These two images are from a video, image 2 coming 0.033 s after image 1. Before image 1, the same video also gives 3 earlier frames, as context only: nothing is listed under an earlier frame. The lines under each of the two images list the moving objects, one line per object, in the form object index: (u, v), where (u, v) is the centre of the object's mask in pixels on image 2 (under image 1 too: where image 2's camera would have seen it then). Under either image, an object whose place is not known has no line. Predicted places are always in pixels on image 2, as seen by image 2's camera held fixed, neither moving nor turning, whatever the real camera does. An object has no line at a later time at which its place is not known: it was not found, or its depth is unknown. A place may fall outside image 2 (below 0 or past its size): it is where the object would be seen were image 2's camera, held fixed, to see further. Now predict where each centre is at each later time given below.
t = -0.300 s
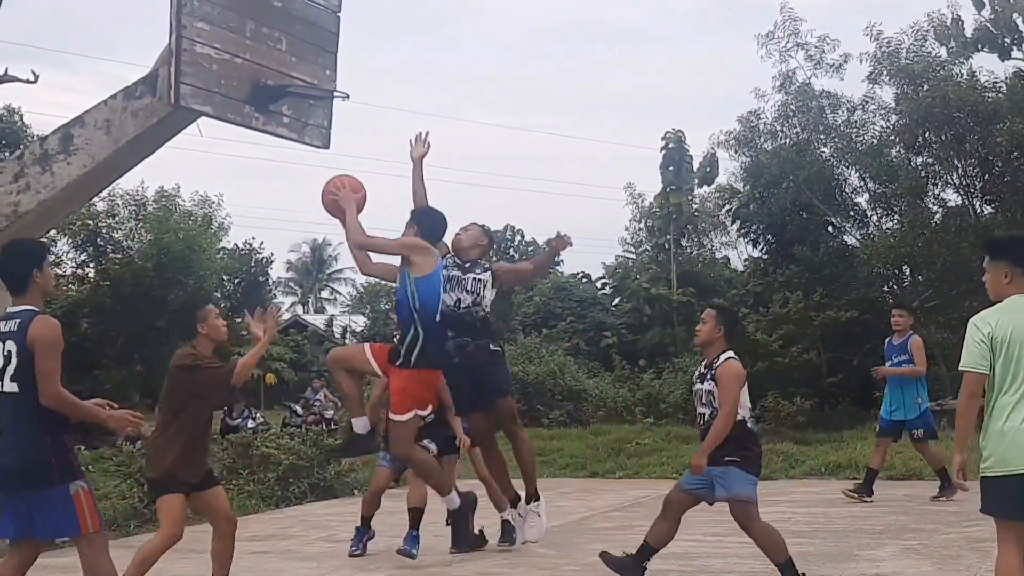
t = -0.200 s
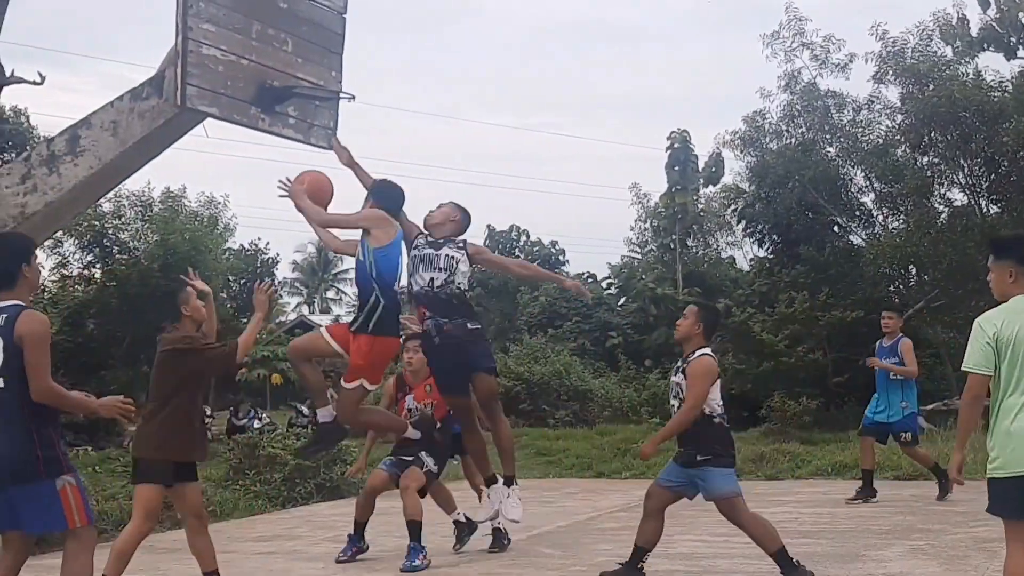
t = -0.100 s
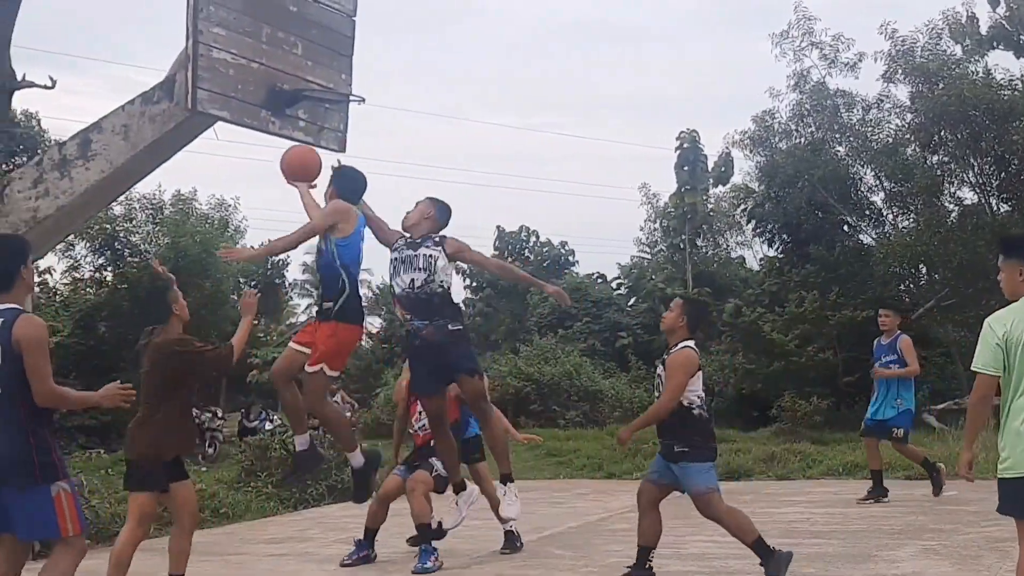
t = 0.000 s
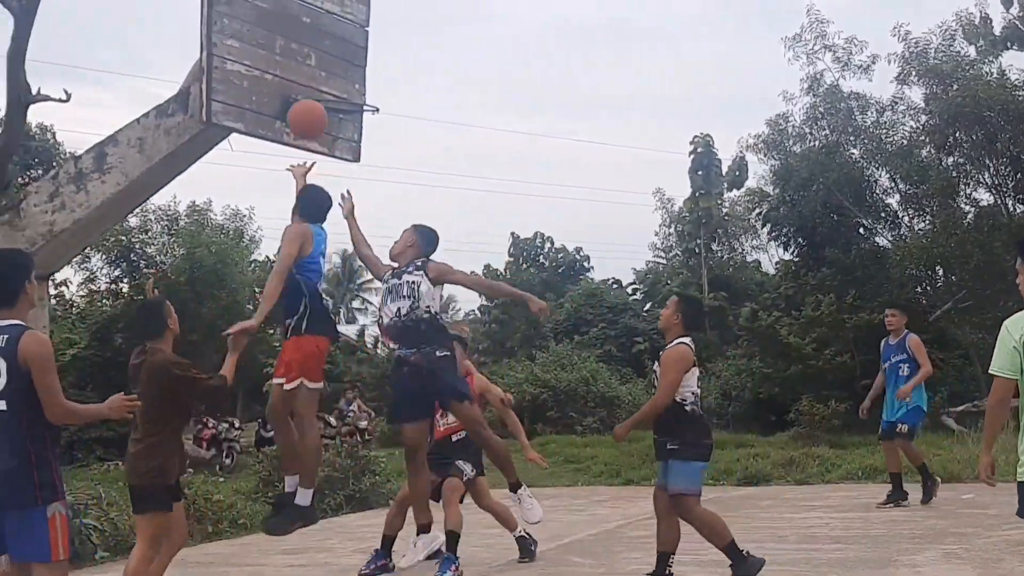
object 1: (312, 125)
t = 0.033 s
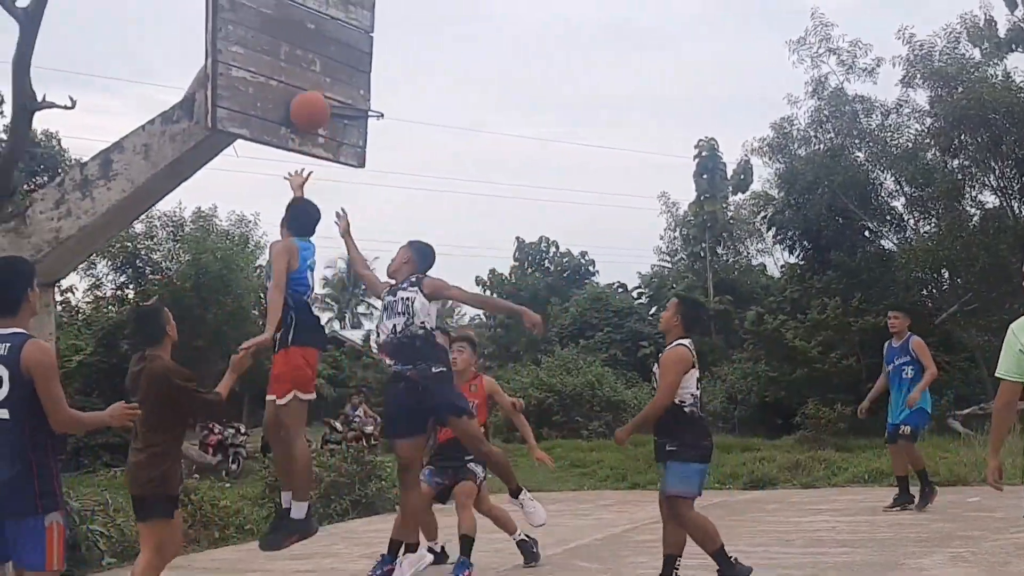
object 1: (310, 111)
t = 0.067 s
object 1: (308, 100)
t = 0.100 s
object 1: (306, 89)
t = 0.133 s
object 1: (304, 80)
